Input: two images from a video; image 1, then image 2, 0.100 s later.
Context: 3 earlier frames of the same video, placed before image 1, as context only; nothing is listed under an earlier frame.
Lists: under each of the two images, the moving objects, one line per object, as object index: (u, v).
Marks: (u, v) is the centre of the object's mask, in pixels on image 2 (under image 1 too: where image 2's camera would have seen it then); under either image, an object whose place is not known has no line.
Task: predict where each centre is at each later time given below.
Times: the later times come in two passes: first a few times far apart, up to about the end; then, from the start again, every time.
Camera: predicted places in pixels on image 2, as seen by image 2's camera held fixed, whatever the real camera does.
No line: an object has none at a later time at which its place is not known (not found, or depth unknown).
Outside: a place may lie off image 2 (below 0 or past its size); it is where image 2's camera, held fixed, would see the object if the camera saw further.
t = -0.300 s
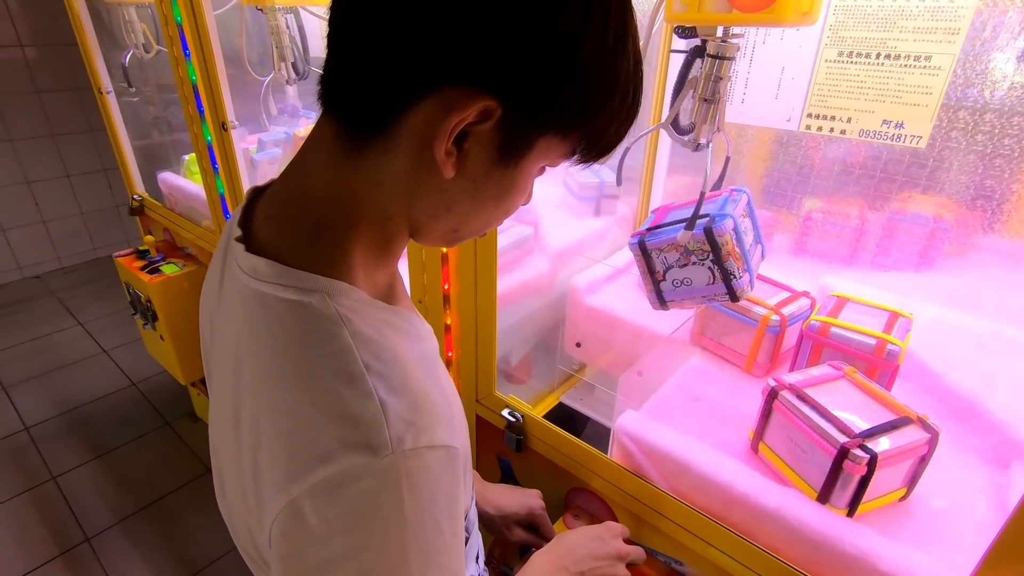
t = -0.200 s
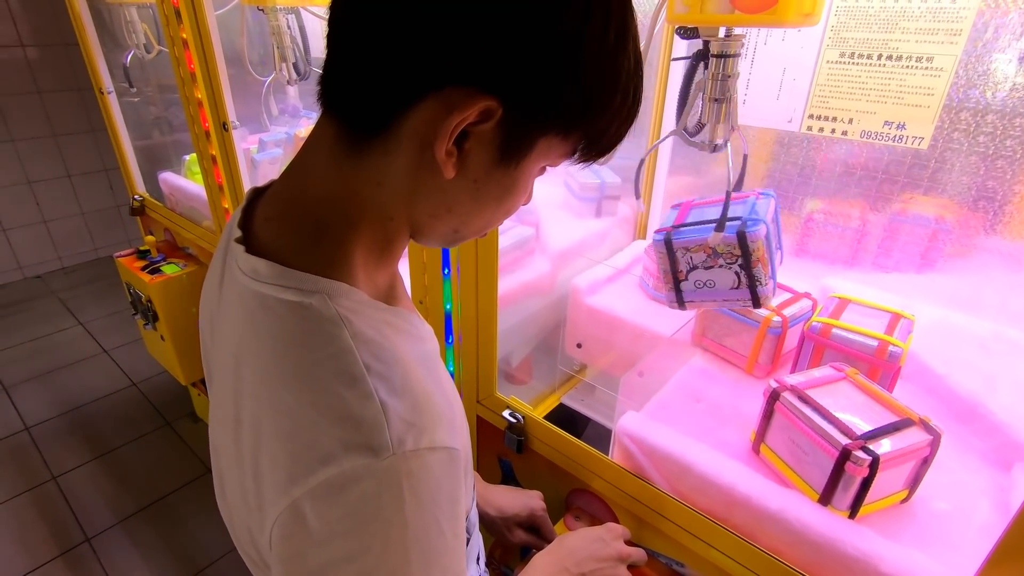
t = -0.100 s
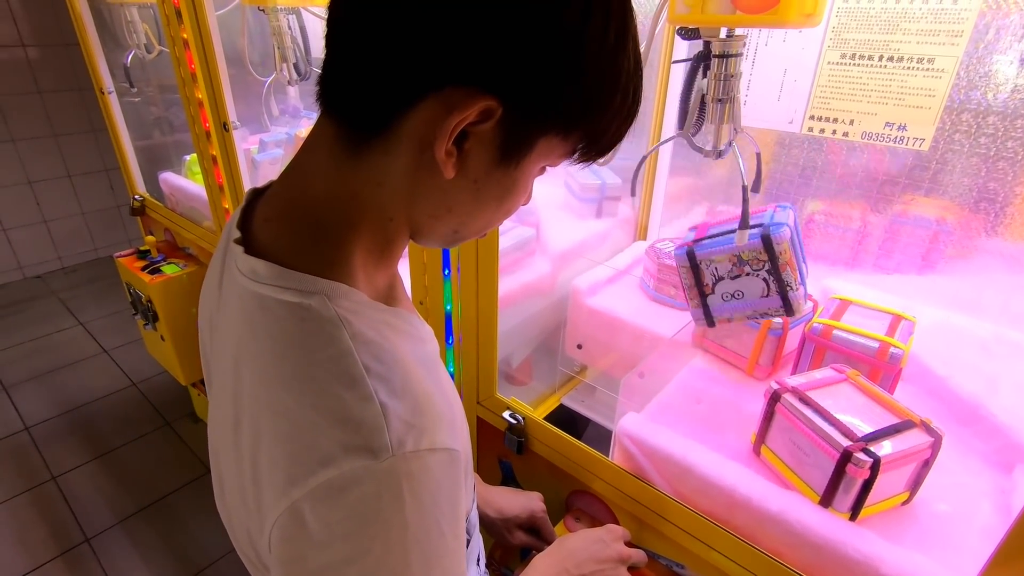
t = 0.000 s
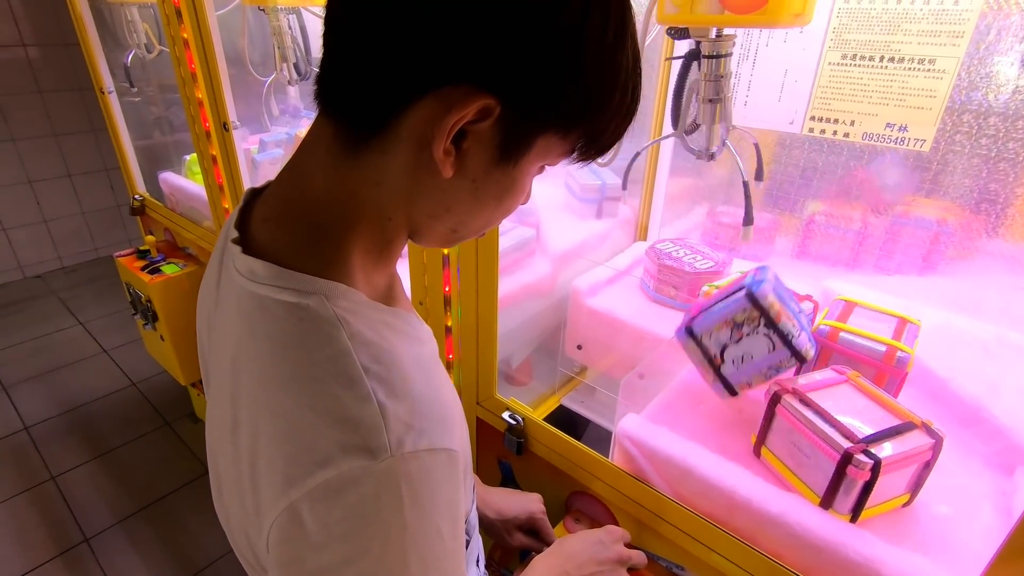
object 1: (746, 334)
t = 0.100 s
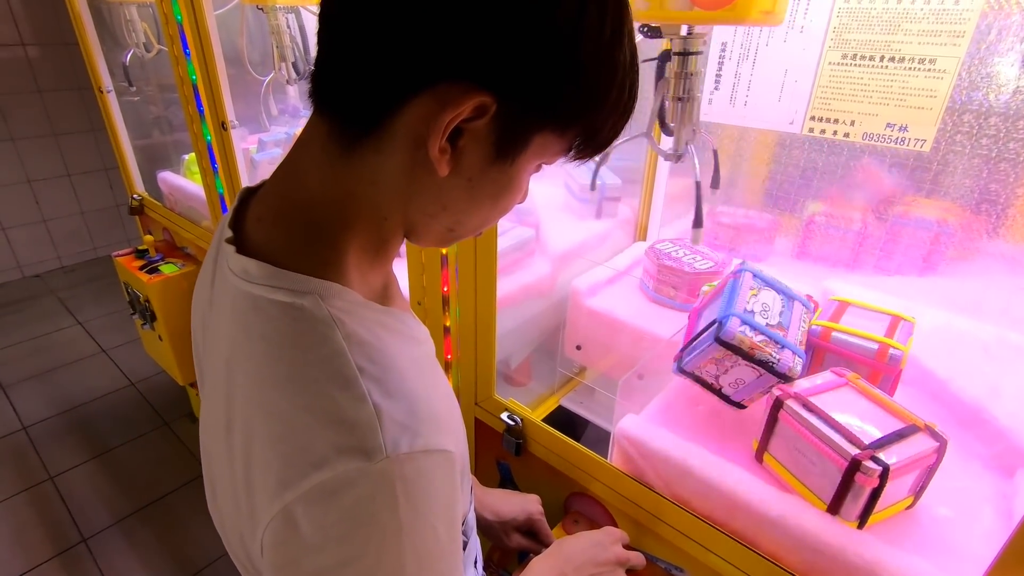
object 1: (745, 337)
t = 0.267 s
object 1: (746, 338)
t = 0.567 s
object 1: (719, 351)
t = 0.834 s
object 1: (720, 355)
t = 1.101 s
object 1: (721, 355)
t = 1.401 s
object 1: (720, 355)
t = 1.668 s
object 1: (720, 355)
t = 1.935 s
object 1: (720, 354)
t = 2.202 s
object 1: (720, 354)
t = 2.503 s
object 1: (719, 355)
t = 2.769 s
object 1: (718, 355)
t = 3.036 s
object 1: (718, 355)
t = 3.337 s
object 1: (719, 355)
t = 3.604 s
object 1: (719, 355)
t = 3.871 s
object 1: (718, 355)
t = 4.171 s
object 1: (718, 355)
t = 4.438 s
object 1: (718, 355)
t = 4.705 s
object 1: (719, 355)
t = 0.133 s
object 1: (745, 336)
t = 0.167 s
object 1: (746, 336)
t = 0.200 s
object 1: (746, 337)
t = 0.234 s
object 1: (746, 337)
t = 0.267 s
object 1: (746, 338)
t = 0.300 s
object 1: (745, 339)
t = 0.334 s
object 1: (747, 341)
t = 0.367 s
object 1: (748, 342)
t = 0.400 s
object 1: (748, 342)
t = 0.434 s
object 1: (746, 343)
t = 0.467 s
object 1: (742, 349)
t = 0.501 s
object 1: (735, 358)
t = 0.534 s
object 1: (726, 354)
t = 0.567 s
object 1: (719, 351)
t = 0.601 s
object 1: (719, 352)
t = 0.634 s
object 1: (722, 355)
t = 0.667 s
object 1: (724, 356)
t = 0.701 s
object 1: (725, 356)
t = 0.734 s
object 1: (724, 356)
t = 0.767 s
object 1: (722, 355)
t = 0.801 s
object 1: (720, 354)
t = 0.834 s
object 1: (720, 355)
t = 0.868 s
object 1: (721, 355)
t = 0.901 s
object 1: (722, 355)
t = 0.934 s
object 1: (721, 355)
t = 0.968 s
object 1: (721, 355)
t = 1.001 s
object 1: (721, 355)
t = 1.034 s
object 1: (721, 355)
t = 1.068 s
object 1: (721, 355)
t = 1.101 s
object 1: (721, 355)
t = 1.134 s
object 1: (721, 355)
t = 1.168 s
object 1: (721, 355)
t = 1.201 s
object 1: (721, 355)
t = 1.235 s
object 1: (721, 355)
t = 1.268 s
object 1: (721, 355)
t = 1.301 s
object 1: (721, 355)
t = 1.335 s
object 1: (721, 355)
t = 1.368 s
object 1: (721, 355)
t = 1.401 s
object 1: (720, 355)
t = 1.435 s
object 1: (721, 355)
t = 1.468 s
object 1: (721, 355)
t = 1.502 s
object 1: (721, 355)
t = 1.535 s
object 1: (721, 355)
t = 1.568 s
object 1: (720, 355)
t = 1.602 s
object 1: (721, 355)
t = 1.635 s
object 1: (719, 355)
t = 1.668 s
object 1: (720, 355)
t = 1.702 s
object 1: (720, 355)
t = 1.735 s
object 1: (720, 355)
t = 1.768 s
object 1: (720, 355)
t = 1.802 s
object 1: (720, 355)
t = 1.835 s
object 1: (720, 355)
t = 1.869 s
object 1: (720, 354)
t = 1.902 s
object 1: (720, 354)
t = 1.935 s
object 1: (720, 354)
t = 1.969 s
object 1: (720, 355)
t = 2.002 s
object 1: (720, 354)
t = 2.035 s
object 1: (720, 354)
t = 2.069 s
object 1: (719, 355)
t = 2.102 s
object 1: (719, 355)
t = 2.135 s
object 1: (719, 355)
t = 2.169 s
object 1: (720, 355)
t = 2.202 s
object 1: (720, 354)
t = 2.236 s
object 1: (719, 355)
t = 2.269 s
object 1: (719, 355)
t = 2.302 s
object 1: (720, 354)
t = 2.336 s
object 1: (720, 354)
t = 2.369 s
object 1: (719, 355)
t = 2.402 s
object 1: (719, 355)
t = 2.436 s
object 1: (719, 355)
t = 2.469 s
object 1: (720, 354)
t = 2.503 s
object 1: (719, 355)
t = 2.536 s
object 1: (720, 354)
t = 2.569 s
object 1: (719, 355)
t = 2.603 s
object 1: (719, 354)
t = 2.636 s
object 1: (719, 355)
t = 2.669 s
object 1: (719, 355)
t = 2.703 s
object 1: (719, 355)
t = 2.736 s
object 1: (719, 355)
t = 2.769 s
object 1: (718, 355)
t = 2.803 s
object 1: (718, 355)
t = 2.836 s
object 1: (718, 355)
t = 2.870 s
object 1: (718, 355)
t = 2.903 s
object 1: (718, 355)
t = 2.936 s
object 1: (718, 355)
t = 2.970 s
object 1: (718, 355)
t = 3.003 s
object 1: (718, 355)
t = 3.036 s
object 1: (718, 355)
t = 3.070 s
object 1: (718, 355)
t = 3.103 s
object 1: (719, 355)
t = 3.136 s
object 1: (719, 355)
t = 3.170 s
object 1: (718, 355)
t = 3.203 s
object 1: (719, 355)
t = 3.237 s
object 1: (718, 355)
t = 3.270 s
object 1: (718, 355)
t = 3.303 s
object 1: (719, 355)
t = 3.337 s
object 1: (719, 355)
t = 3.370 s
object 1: (718, 355)
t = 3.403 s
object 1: (718, 355)
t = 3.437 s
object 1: (718, 355)
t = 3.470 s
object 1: (718, 355)
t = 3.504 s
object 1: (718, 355)
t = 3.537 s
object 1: (718, 355)
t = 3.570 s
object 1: (719, 355)
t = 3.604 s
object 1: (719, 355)
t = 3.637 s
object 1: (718, 355)
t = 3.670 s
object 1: (718, 355)
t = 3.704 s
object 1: (718, 355)
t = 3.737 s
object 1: (718, 355)
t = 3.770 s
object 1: (718, 355)
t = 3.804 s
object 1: (718, 355)
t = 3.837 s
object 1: (718, 355)
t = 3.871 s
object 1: (718, 355)
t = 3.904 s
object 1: (718, 355)
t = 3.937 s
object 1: (719, 355)
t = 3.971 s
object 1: (719, 355)
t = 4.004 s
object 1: (718, 355)
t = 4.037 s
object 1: (718, 355)
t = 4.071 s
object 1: (718, 355)
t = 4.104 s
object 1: (718, 355)
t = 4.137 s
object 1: (718, 355)
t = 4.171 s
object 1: (718, 355)
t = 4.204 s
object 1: (718, 355)
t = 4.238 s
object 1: (718, 355)
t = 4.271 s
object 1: (718, 355)
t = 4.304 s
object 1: (718, 355)
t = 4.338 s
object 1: (718, 355)
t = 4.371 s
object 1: (718, 355)
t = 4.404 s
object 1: (718, 355)
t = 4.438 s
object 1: (718, 355)
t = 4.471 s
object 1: (719, 355)
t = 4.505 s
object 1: (718, 355)
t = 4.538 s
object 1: (718, 355)
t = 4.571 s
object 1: (718, 355)
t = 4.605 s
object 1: (718, 355)
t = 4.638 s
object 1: (718, 355)
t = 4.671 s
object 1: (718, 355)
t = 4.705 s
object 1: (719, 355)
